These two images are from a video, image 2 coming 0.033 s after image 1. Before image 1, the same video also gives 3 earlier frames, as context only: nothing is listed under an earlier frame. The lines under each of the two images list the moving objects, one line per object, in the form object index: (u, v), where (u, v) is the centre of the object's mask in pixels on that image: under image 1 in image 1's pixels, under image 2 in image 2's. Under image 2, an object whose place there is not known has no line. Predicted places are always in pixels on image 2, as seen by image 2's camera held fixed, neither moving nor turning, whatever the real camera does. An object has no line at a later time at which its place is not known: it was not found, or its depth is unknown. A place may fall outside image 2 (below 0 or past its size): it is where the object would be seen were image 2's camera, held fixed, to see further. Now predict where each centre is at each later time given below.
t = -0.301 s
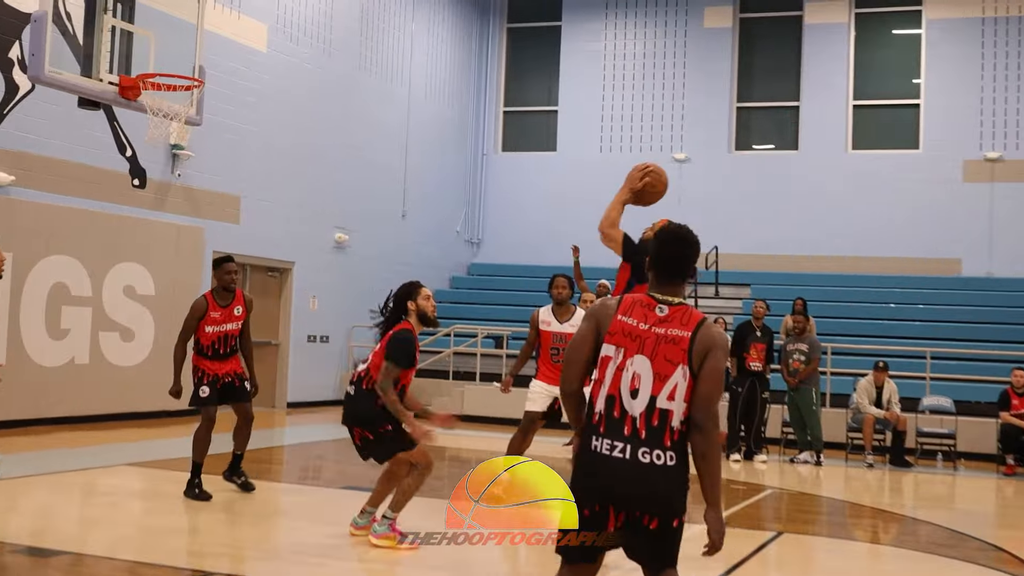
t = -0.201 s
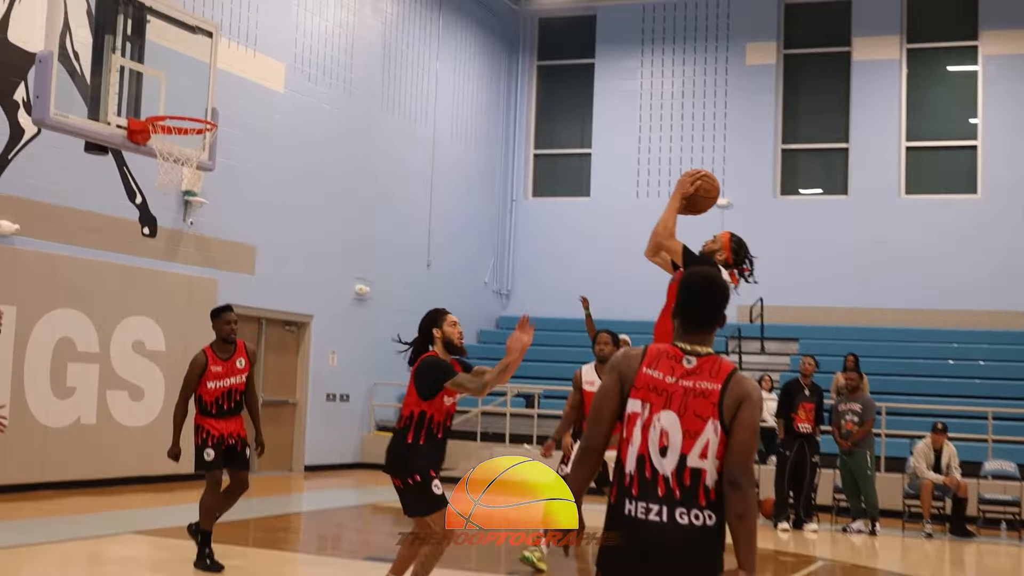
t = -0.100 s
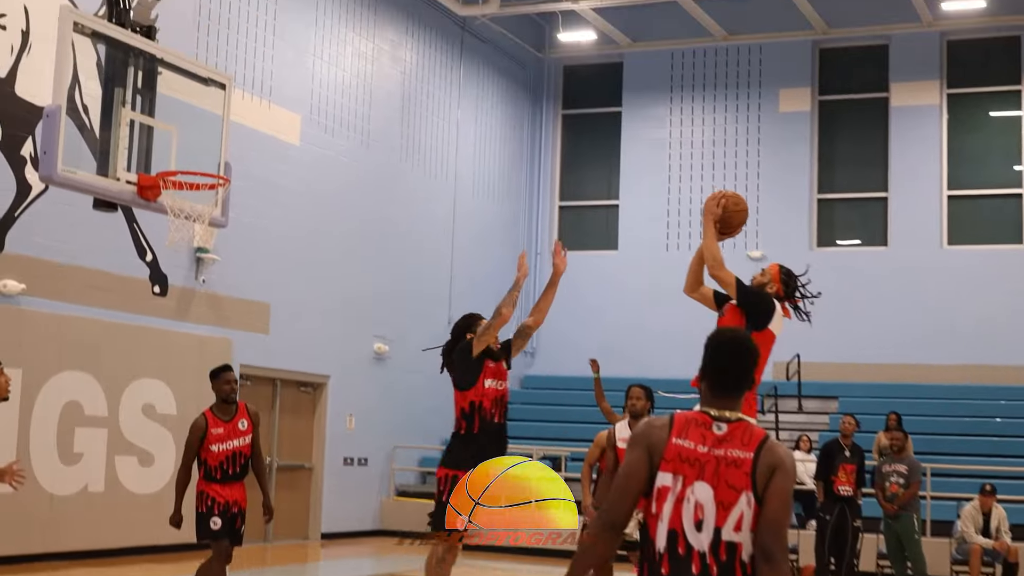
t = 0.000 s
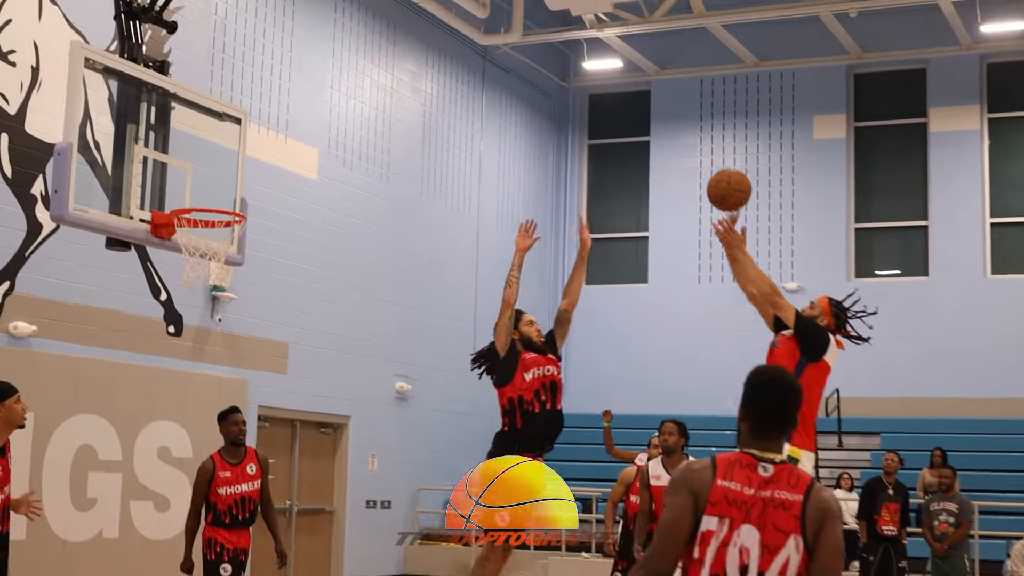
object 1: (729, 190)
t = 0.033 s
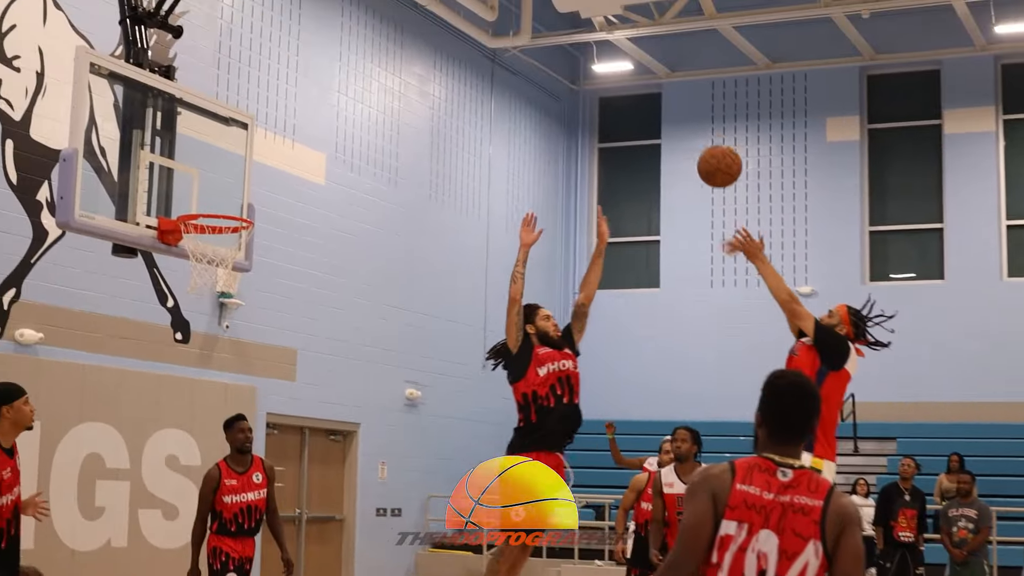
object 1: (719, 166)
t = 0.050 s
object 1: (707, 153)
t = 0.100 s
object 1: (676, 119)
